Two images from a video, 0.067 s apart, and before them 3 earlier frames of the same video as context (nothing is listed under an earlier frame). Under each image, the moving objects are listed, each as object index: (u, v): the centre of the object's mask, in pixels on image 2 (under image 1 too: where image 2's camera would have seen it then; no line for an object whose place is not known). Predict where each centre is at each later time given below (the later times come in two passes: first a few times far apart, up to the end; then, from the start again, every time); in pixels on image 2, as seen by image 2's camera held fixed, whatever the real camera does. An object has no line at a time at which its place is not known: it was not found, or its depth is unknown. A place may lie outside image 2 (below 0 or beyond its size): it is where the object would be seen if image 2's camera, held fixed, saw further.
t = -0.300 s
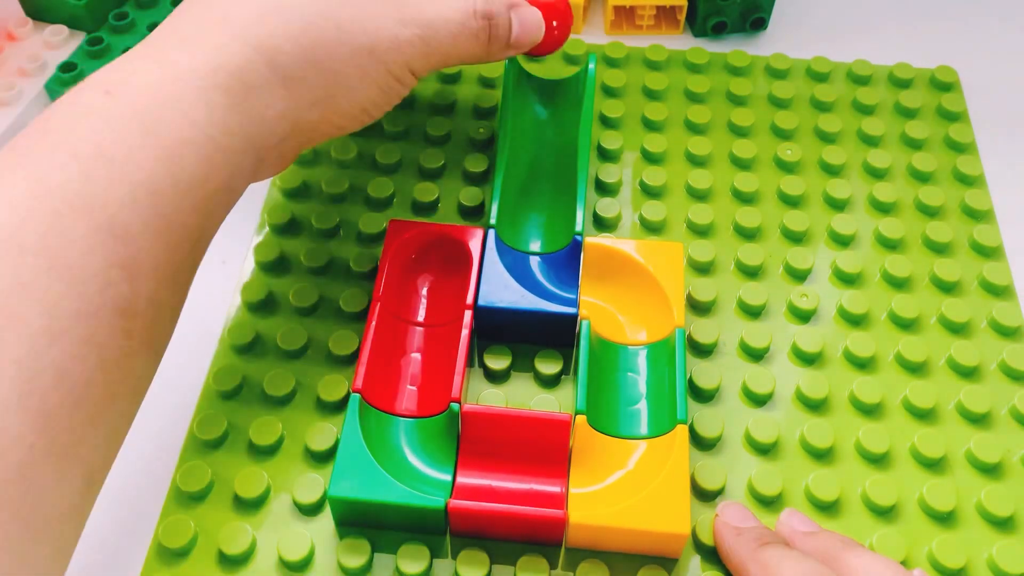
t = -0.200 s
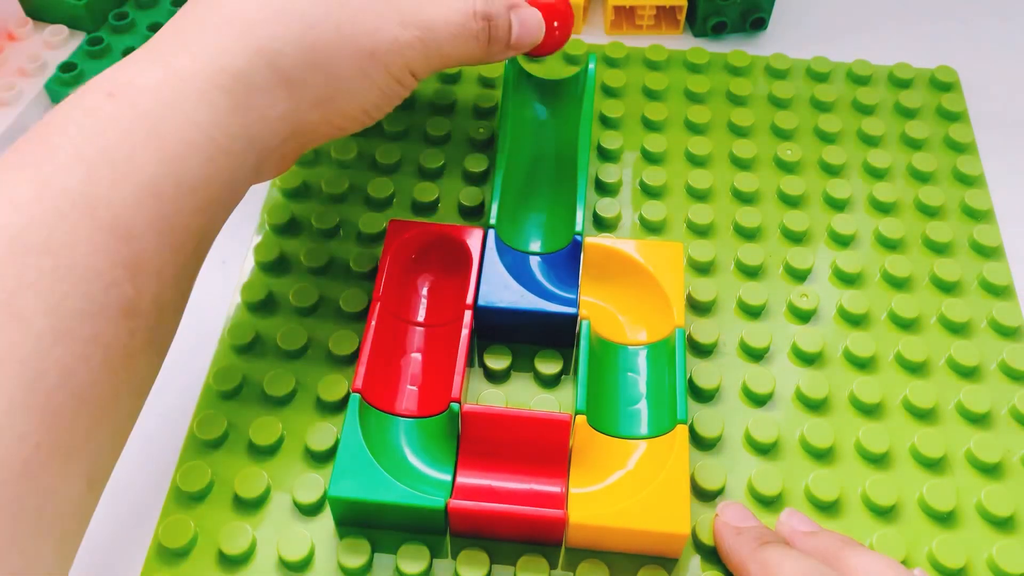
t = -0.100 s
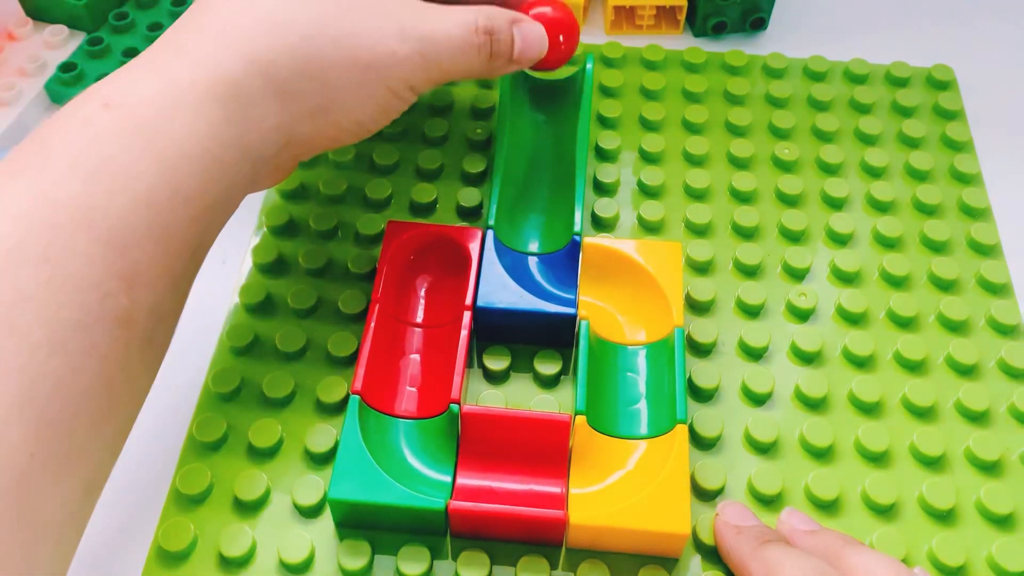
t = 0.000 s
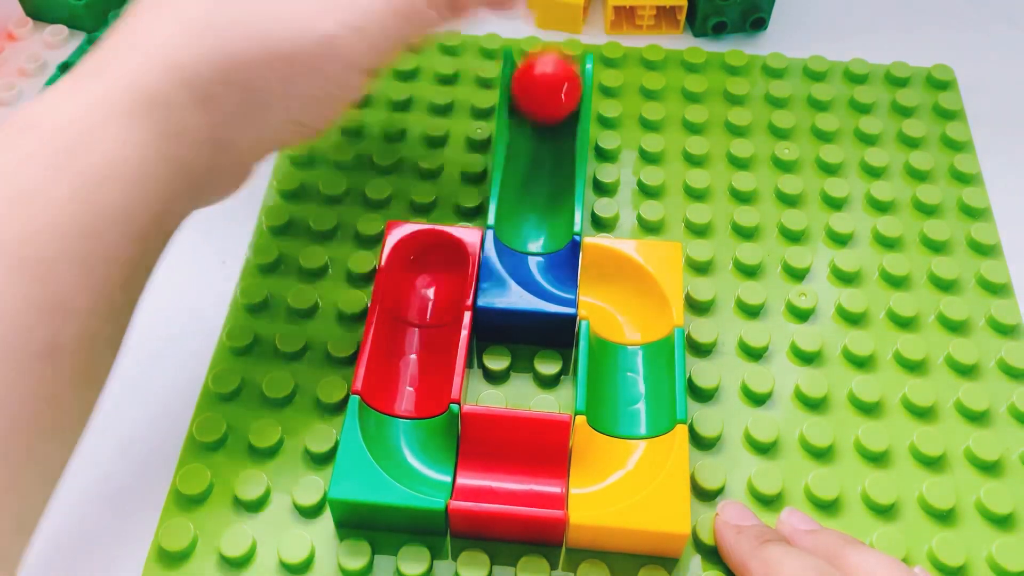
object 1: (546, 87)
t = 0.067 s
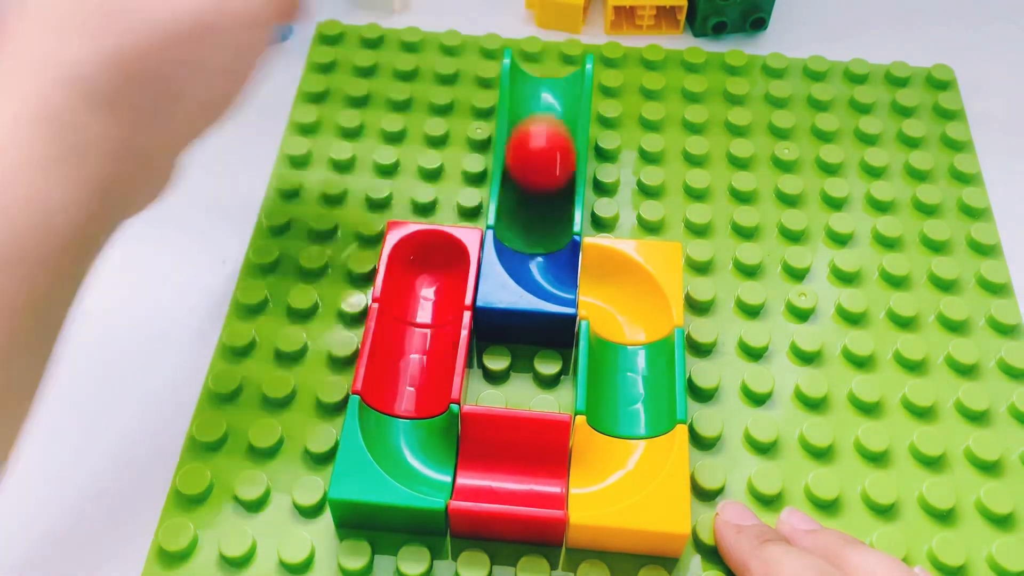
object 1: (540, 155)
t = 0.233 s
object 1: (625, 304)
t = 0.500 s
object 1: (563, 466)
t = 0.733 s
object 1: (418, 442)
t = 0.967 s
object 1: (412, 354)
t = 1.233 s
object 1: (427, 269)
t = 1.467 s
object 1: (424, 282)
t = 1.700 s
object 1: (420, 309)
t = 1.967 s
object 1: (412, 355)
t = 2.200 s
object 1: (406, 389)
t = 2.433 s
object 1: (407, 384)
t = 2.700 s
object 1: (413, 349)
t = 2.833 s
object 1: (416, 333)
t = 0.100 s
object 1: (536, 205)
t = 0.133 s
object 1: (535, 246)
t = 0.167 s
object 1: (564, 270)
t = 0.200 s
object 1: (600, 279)
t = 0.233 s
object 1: (625, 304)
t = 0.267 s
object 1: (631, 327)
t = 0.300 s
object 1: (632, 355)
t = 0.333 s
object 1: (632, 382)
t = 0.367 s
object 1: (630, 406)
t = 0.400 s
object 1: (631, 435)
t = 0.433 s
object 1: (615, 454)
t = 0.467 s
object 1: (589, 466)
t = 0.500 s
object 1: (563, 466)
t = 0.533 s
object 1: (540, 463)
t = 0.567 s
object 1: (515, 461)
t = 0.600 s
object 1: (495, 460)
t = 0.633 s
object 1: (473, 457)
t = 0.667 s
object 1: (451, 455)
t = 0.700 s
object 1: (433, 452)
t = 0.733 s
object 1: (418, 442)
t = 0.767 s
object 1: (408, 432)
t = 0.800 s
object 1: (403, 415)
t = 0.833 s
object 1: (404, 404)
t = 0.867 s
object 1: (405, 391)
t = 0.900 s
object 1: (406, 380)
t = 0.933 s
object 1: (409, 370)
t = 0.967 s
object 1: (412, 354)
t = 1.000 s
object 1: (413, 344)
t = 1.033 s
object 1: (416, 332)
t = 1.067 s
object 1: (420, 316)
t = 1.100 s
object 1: (420, 307)
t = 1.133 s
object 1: (422, 297)
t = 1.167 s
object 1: (423, 289)
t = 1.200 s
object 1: (427, 274)
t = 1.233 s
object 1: (427, 269)
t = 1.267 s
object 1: (428, 264)
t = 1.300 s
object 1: (428, 264)
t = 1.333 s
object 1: (428, 266)
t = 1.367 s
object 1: (427, 268)
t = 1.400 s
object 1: (427, 271)
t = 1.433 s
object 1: (425, 277)
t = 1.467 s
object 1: (424, 282)
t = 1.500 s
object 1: (423, 286)
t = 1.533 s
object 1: (423, 290)
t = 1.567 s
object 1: (423, 294)
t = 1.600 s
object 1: (422, 297)
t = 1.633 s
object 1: (421, 301)
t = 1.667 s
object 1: (421, 304)
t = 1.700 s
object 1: (420, 309)
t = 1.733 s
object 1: (419, 314)
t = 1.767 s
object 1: (419, 319)
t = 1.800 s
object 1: (419, 323)
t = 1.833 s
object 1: (417, 329)
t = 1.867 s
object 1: (415, 337)
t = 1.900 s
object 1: (414, 342)
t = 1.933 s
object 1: (414, 348)
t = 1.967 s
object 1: (412, 355)
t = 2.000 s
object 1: (411, 359)
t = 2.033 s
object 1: (410, 367)
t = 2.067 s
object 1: (408, 373)
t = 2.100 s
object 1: (407, 379)
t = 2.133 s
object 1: (407, 382)
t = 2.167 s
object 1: (406, 386)
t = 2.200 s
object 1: (406, 389)
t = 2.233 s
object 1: (405, 391)
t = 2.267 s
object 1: (404, 393)
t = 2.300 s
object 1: (404, 393)
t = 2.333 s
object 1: (405, 391)
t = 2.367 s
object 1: (406, 389)
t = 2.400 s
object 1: (406, 387)
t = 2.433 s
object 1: (407, 384)
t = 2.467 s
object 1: (407, 381)
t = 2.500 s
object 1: (407, 377)
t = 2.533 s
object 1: (408, 373)
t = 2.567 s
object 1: (409, 369)
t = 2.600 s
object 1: (410, 363)
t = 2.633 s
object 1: (411, 358)
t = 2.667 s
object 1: (412, 354)
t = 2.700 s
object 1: (413, 349)
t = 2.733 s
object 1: (414, 346)
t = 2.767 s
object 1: (414, 342)
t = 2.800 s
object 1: (415, 338)
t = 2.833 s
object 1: (416, 333)
